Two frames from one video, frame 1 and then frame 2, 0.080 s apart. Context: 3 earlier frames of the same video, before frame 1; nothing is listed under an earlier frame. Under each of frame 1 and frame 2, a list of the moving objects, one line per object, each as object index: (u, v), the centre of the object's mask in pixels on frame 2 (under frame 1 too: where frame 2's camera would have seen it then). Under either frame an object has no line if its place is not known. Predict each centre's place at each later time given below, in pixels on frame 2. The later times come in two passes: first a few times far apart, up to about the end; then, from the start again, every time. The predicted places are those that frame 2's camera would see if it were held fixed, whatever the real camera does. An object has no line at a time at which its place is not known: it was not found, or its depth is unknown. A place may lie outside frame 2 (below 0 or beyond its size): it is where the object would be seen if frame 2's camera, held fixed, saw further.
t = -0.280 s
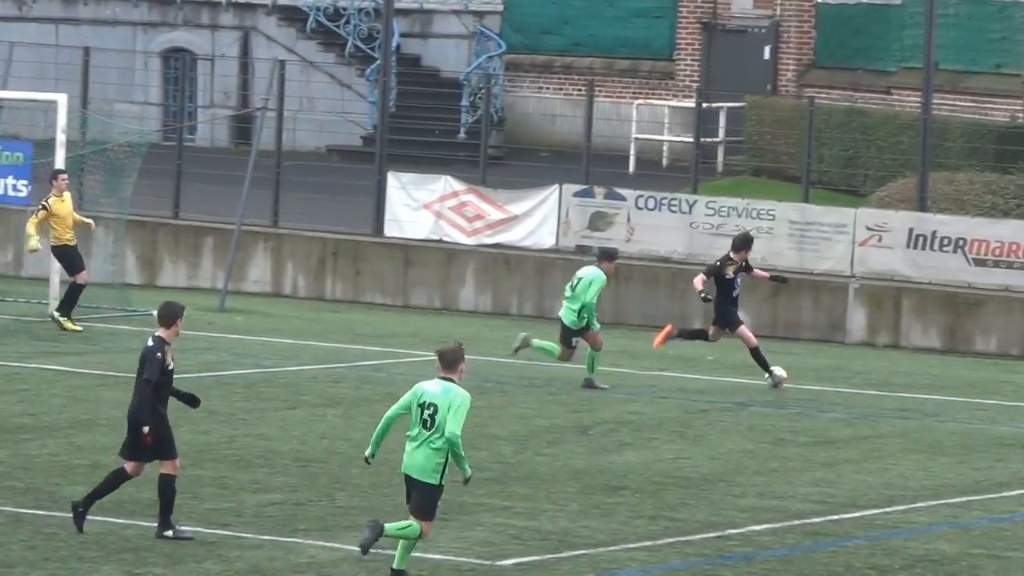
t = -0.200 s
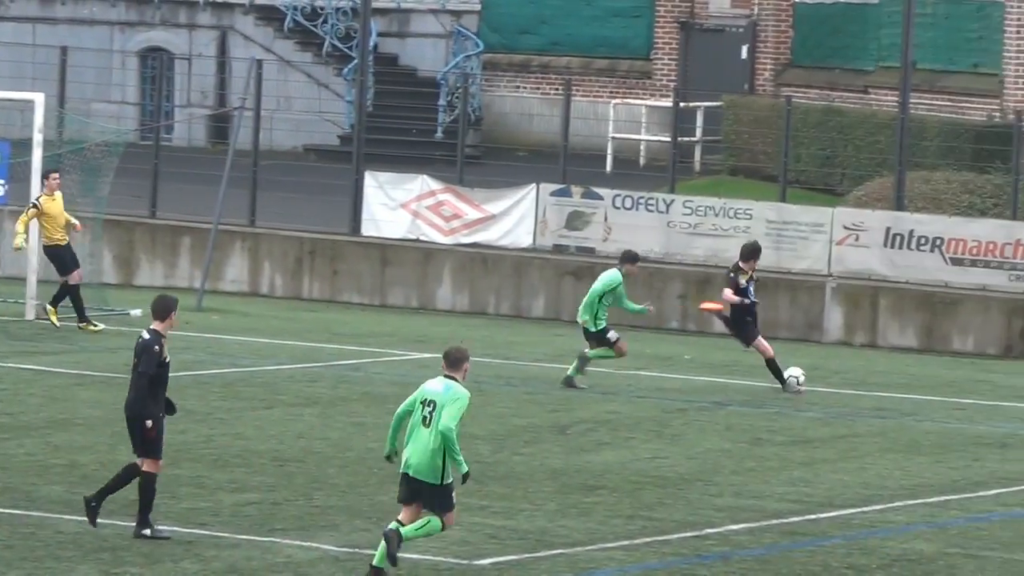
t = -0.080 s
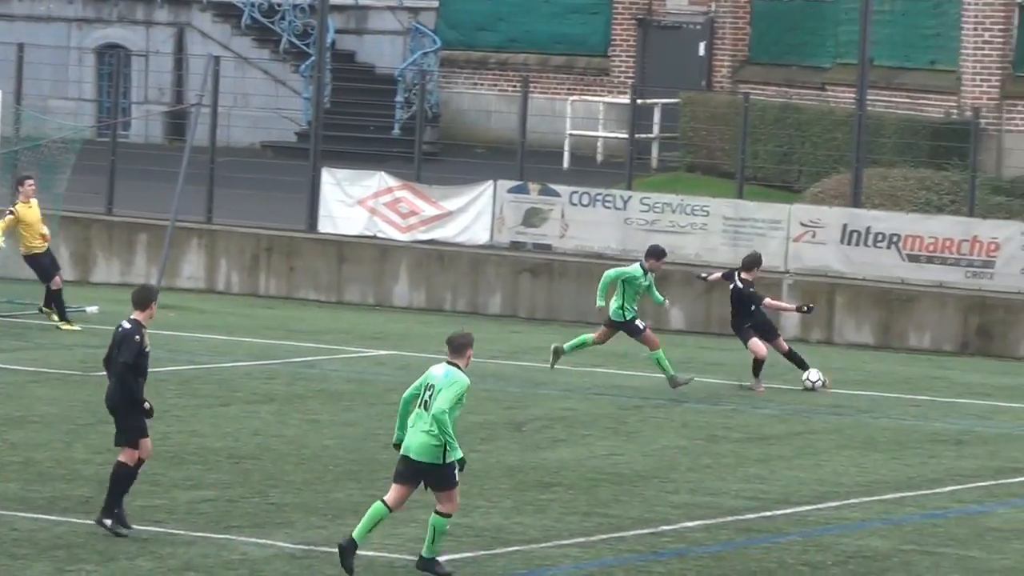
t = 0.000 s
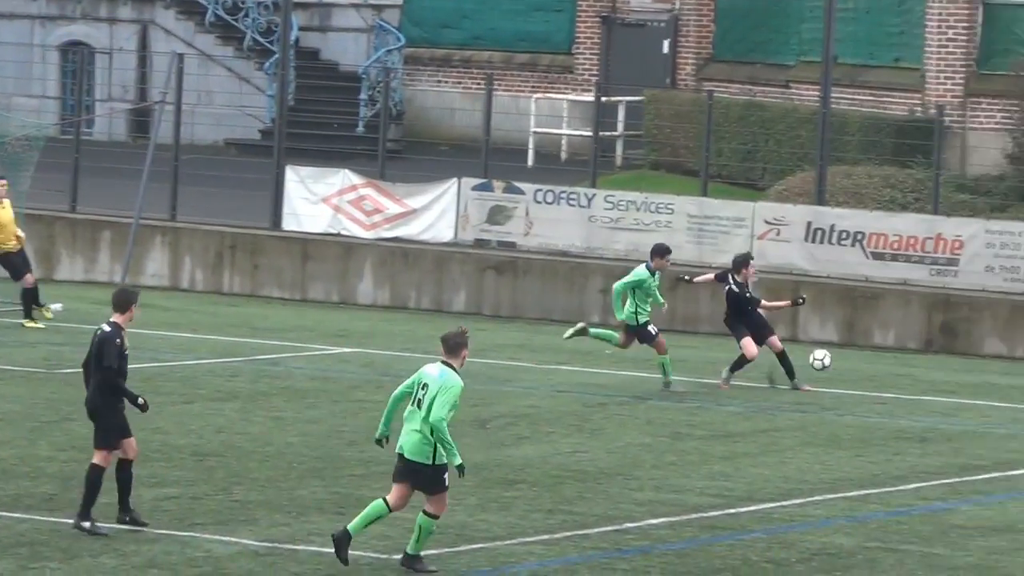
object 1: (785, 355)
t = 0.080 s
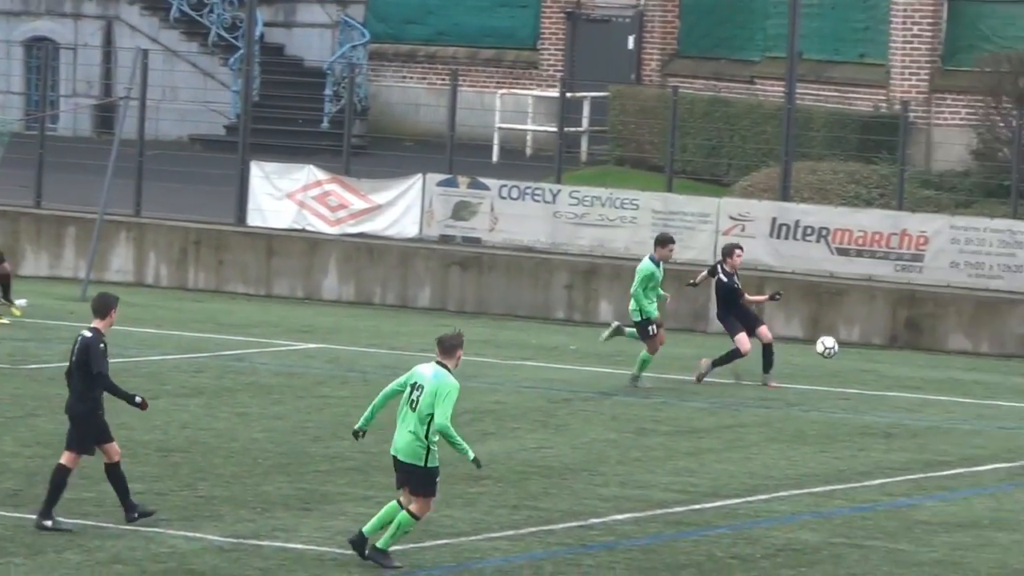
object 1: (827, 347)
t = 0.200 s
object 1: (888, 348)
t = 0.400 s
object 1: (985, 389)
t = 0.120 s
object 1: (847, 344)
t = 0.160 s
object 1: (868, 346)
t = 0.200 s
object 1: (888, 348)
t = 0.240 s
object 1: (908, 351)
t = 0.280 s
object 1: (928, 358)
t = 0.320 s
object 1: (946, 366)
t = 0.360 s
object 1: (966, 376)
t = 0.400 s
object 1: (985, 389)
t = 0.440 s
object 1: (1004, 403)
